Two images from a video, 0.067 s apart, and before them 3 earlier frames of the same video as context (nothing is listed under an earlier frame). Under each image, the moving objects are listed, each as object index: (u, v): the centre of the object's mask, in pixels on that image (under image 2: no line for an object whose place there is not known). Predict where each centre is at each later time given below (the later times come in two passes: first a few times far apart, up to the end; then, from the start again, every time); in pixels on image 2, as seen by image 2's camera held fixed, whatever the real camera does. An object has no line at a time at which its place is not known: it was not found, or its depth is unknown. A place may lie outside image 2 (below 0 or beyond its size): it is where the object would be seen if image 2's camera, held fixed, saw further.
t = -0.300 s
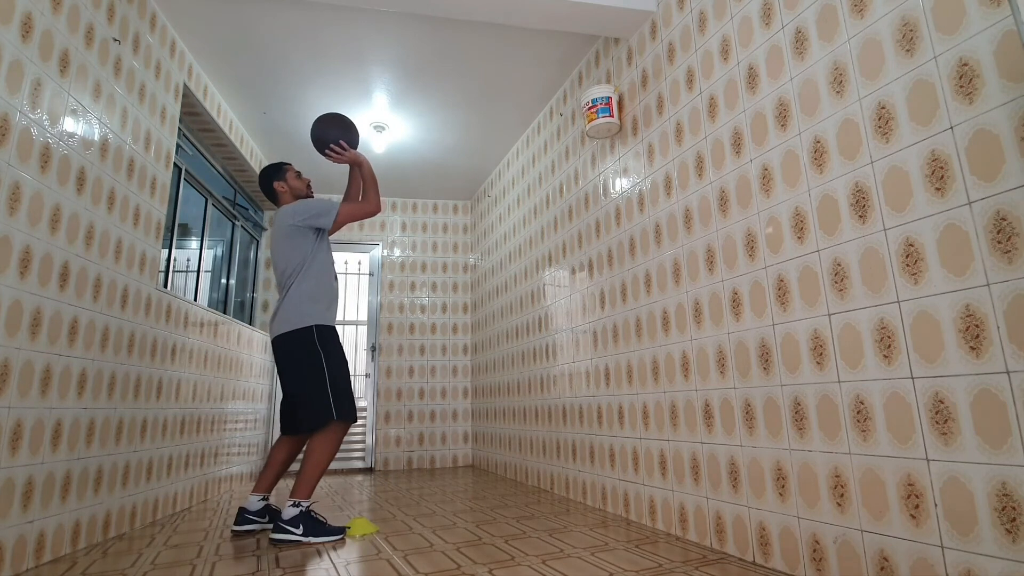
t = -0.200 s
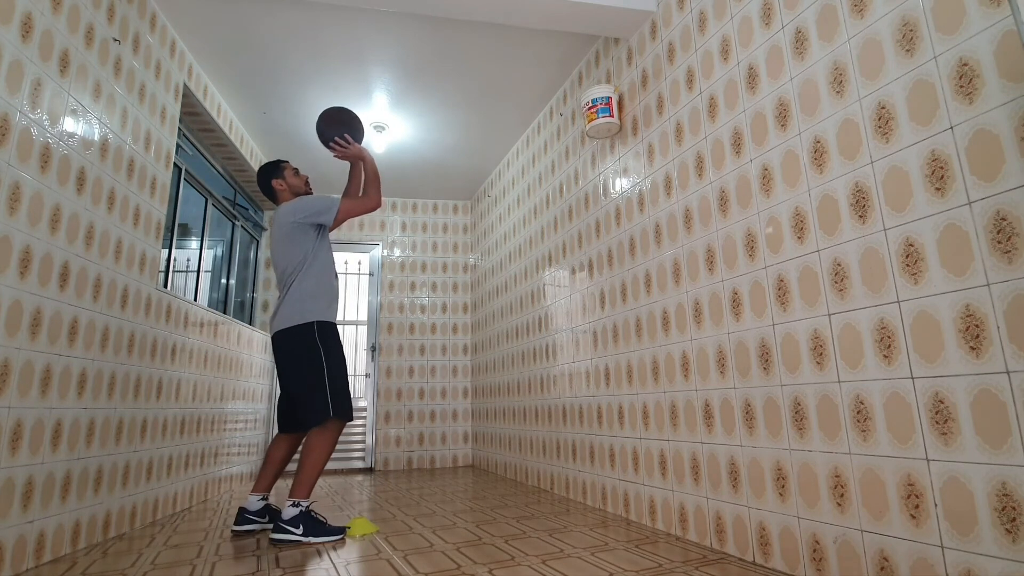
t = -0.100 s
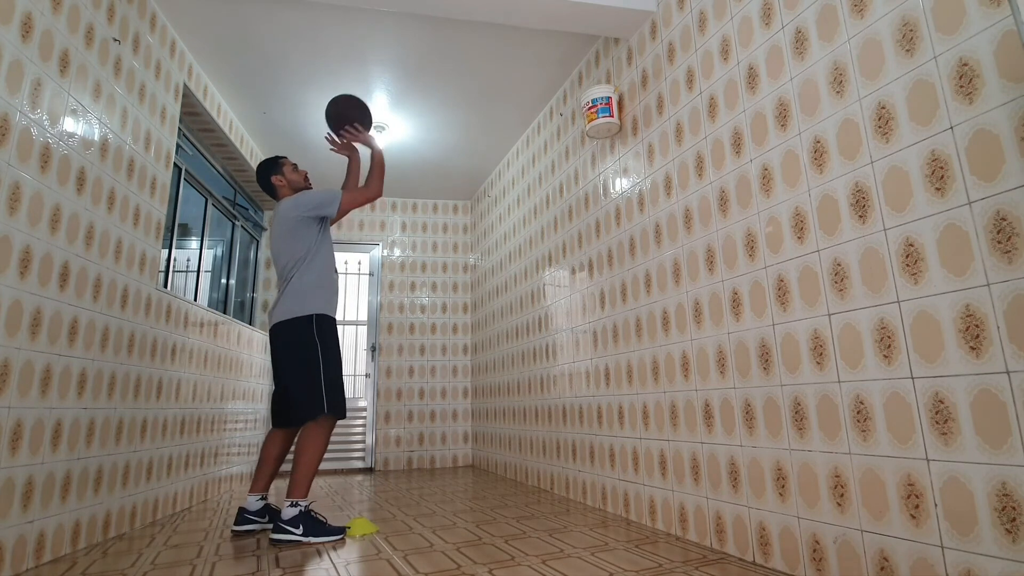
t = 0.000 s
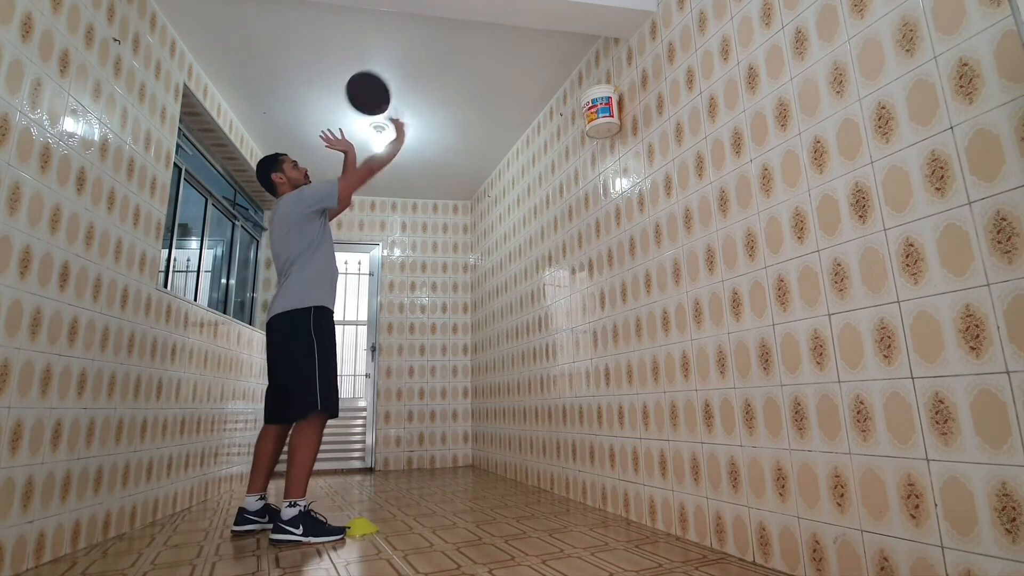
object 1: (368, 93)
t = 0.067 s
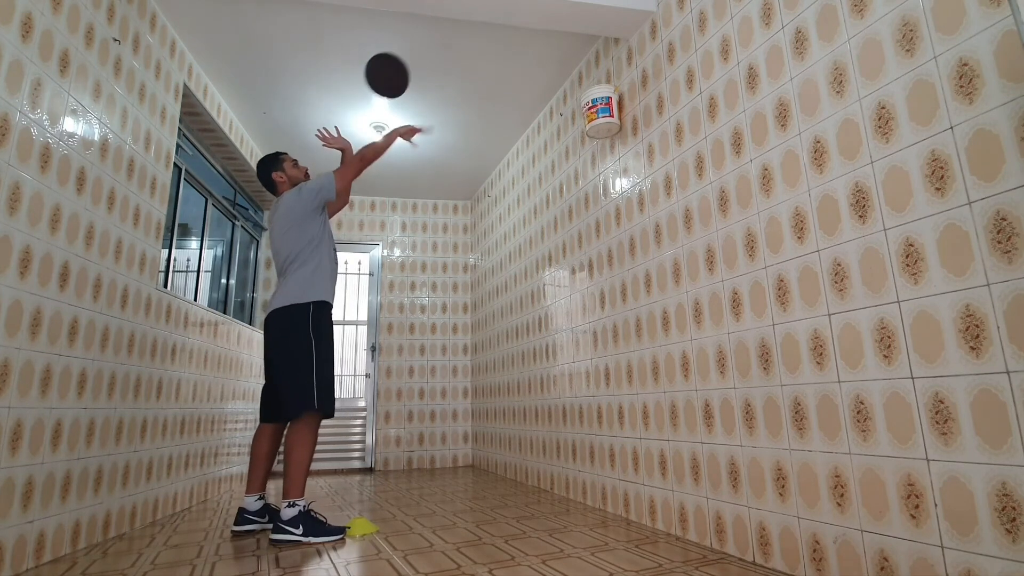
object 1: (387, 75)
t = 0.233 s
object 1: (429, 61)
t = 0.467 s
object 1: (484, 110)
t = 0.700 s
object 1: (540, 244)
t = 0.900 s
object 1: (564, 420)
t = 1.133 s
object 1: (484, 404)
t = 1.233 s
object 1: (441, 369)
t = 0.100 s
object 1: (396, 69)
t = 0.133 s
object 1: (405, 64)
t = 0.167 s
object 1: (413, 62)
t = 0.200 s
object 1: (421, 60)
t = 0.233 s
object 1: (429, 61)
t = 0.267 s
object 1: (437, 63)
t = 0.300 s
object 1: (445, 67)
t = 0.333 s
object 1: (453, 72)
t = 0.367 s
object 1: (460, 79)
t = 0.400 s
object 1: (468, 88)
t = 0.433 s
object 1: (476, 98)
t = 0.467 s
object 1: (484, 110)
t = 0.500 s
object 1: (491, 124)
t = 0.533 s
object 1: (499, 139)
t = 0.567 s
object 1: (507, 156)
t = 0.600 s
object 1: (515, 175)
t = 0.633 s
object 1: (523, 196)
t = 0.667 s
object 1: (531, 219)
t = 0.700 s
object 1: (540, 244)
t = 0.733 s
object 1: (547, 271)
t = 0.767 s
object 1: (556, 301)
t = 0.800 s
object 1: (566, 334)
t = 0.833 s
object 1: (573, 366)
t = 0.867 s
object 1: (568, 392)
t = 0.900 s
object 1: (564, 420)
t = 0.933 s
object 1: (559, 453)
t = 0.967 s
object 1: (554, 491)
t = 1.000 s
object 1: (540, 478)
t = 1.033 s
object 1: (526, 456)
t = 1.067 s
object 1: (513, 437)
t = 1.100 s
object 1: (499, 420)
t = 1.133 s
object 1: (484, 404)
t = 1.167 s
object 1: (470, 390)
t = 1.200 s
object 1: (455, 379)
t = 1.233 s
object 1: (441, 369)
